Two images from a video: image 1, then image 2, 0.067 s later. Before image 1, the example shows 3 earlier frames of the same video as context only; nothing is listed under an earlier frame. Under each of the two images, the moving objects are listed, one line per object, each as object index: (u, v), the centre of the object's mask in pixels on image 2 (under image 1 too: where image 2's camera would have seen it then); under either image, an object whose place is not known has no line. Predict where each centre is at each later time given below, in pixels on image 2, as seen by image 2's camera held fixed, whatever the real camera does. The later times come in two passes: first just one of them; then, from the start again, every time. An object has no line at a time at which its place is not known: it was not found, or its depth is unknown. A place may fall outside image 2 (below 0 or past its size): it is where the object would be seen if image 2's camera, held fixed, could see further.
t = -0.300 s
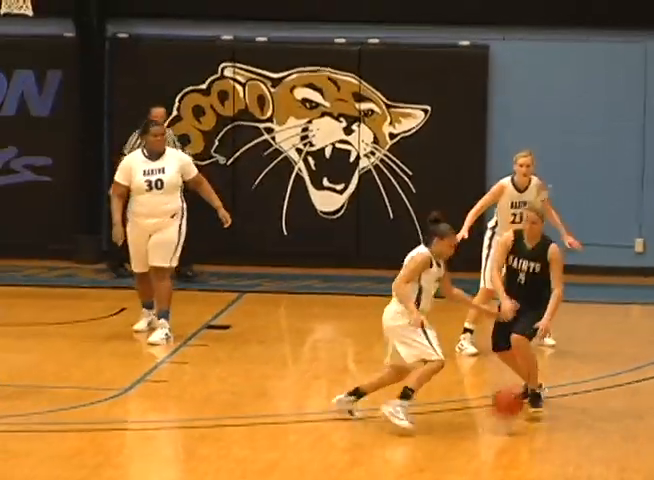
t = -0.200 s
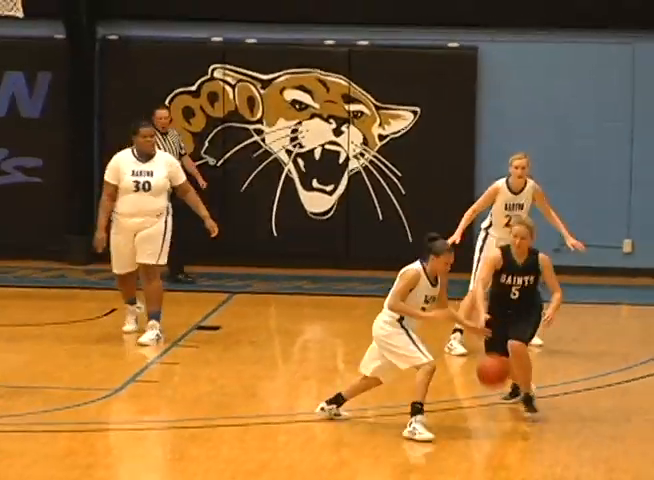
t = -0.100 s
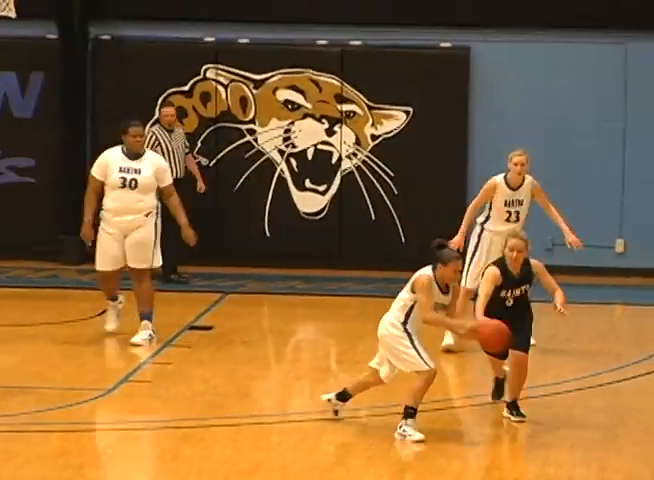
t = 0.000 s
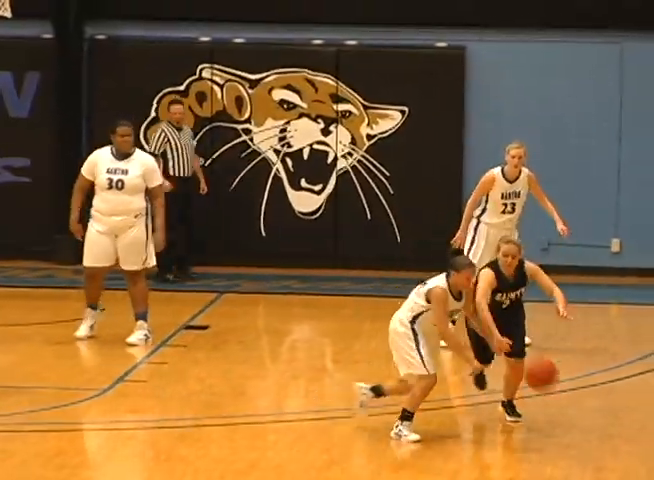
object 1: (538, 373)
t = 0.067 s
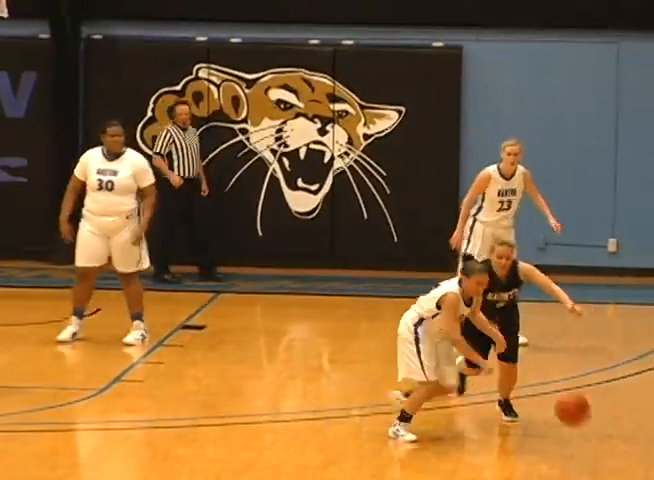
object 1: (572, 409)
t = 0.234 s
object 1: (640, 449)
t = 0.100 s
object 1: (589, 429)
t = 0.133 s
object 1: (607, 451)
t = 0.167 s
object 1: (623, 467)
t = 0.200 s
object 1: (632, 456)
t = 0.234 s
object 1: (640, 449)
